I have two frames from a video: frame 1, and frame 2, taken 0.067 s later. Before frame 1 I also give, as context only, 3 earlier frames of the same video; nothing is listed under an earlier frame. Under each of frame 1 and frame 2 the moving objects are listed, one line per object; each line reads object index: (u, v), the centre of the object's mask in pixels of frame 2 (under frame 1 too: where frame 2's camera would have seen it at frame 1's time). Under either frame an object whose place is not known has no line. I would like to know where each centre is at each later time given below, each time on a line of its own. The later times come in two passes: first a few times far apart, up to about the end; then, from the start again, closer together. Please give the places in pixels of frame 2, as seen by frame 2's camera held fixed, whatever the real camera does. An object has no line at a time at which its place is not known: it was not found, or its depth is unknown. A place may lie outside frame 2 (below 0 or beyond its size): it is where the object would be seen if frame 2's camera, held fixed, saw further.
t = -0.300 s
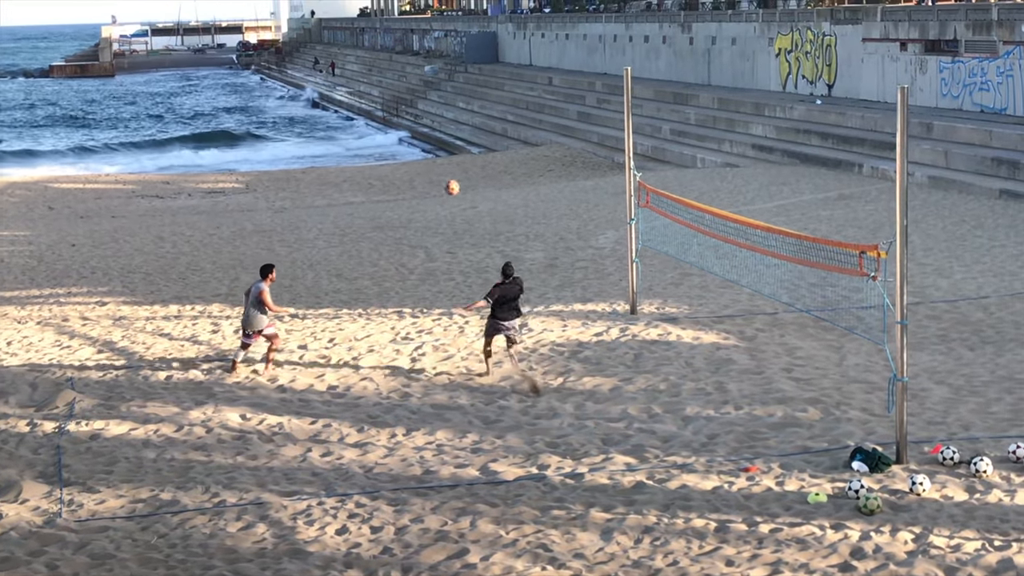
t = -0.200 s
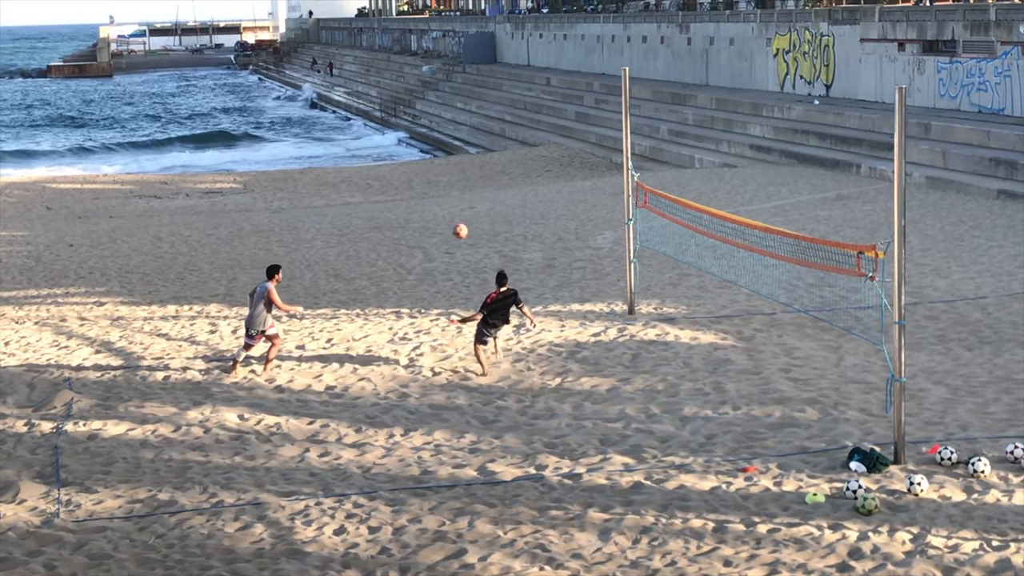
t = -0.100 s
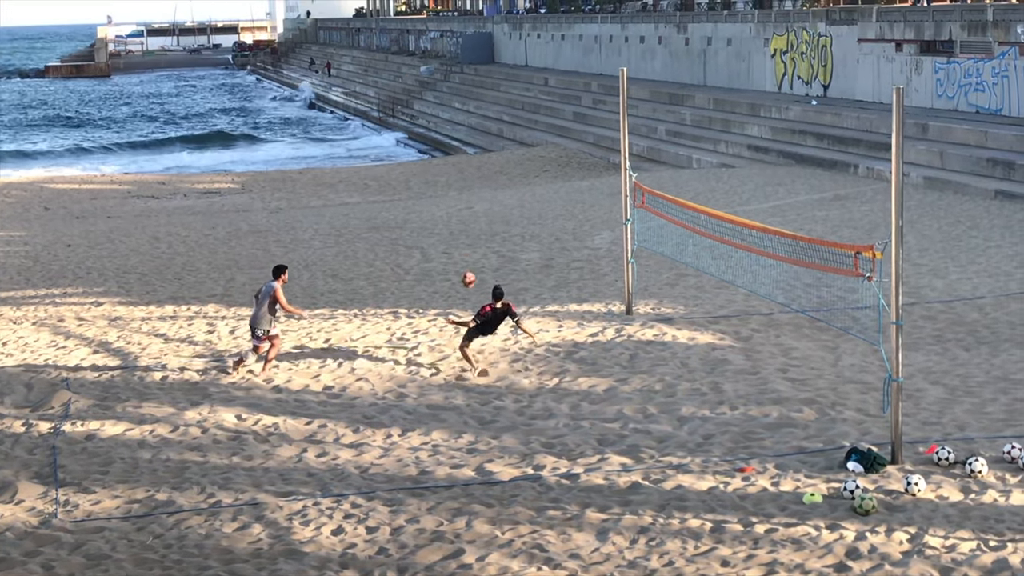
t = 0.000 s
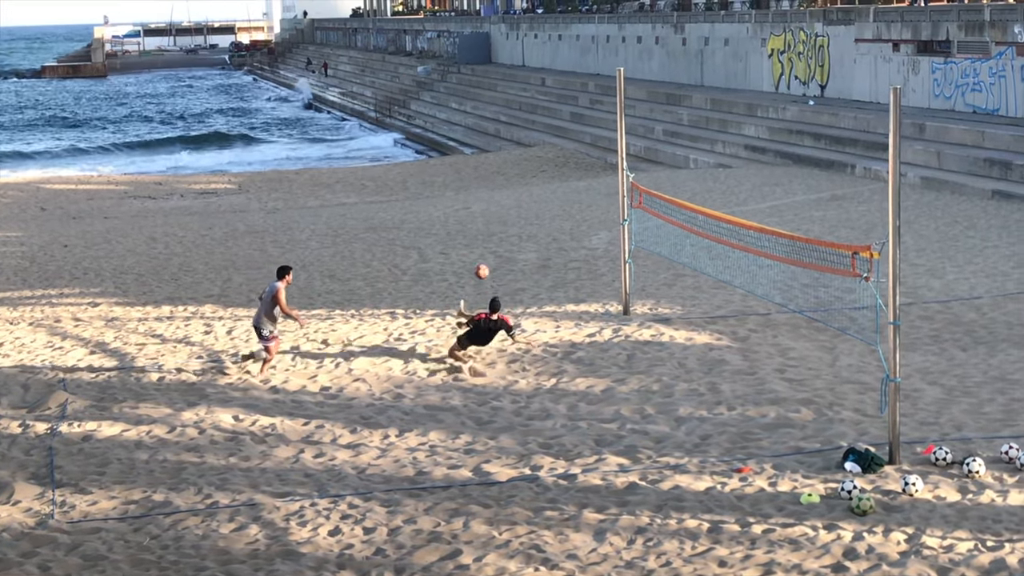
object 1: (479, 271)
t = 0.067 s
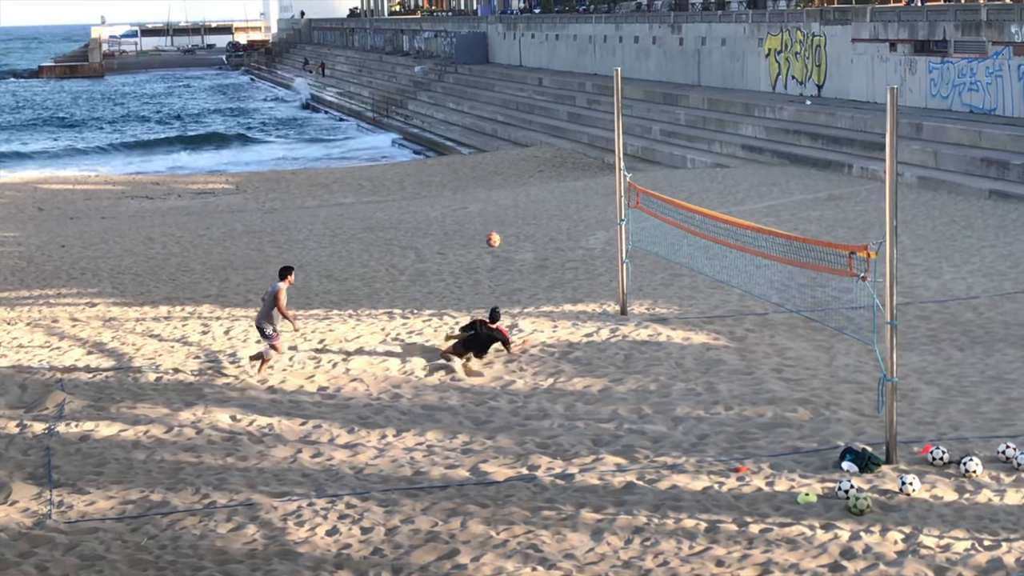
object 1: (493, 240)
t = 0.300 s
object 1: (546, 149)
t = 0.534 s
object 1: (604, 93)
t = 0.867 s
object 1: (693, 74)
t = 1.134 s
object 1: (772, 119)
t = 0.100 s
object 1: (500, 225)
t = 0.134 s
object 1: (508, 211)
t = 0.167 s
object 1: (515, 197)
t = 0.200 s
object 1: (523, 184)
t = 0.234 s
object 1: (531, 172)
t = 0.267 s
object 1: (538, 161)
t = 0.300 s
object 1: (546, 149)
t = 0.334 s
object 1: (554, 139)
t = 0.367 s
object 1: (562, 130)
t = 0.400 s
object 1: (570, 121)
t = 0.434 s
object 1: (579, 113)
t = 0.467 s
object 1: (587, 106)
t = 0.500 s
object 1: (596, 99)
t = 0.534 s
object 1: (604, 93)
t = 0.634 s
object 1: (630, 79)
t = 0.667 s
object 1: (639, 76)
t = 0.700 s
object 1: (647, 74)
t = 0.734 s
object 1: (657, 72)
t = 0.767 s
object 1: (666, 72)
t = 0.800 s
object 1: (675, 71)
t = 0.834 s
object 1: (684, 72)
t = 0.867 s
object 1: (693, 74)
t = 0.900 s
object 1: (704, 76)
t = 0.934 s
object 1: (713, 80)
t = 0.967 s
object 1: (722, 84)
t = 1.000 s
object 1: (732, 89)
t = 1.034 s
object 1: (742, 95)
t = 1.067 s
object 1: (752, 102)
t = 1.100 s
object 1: (762, 110)
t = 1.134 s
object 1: (772, 119)
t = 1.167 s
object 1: (783, 128)
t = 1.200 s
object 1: (792, 138)
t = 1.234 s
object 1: (803, 149)
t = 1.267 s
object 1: (813, 161)
